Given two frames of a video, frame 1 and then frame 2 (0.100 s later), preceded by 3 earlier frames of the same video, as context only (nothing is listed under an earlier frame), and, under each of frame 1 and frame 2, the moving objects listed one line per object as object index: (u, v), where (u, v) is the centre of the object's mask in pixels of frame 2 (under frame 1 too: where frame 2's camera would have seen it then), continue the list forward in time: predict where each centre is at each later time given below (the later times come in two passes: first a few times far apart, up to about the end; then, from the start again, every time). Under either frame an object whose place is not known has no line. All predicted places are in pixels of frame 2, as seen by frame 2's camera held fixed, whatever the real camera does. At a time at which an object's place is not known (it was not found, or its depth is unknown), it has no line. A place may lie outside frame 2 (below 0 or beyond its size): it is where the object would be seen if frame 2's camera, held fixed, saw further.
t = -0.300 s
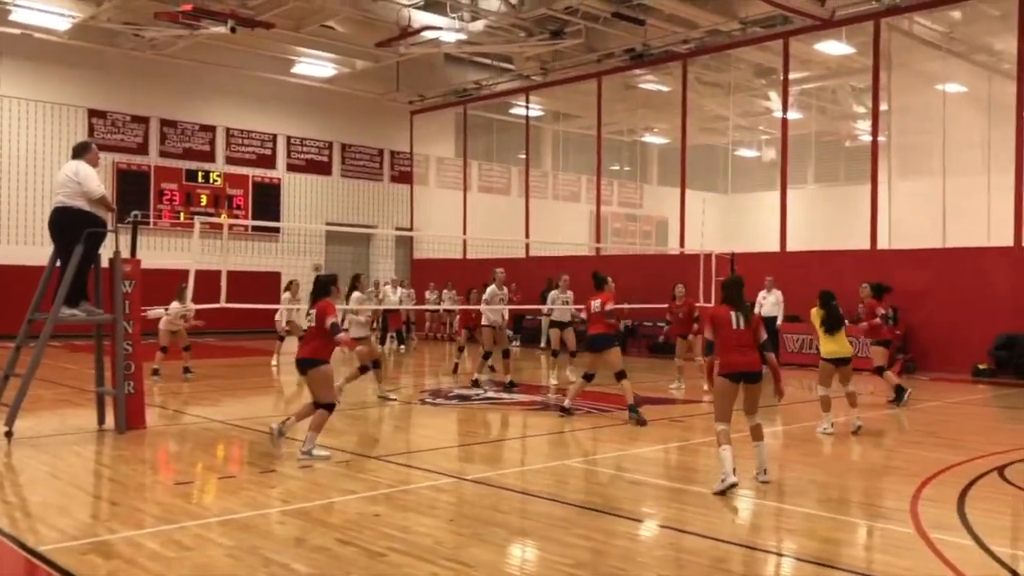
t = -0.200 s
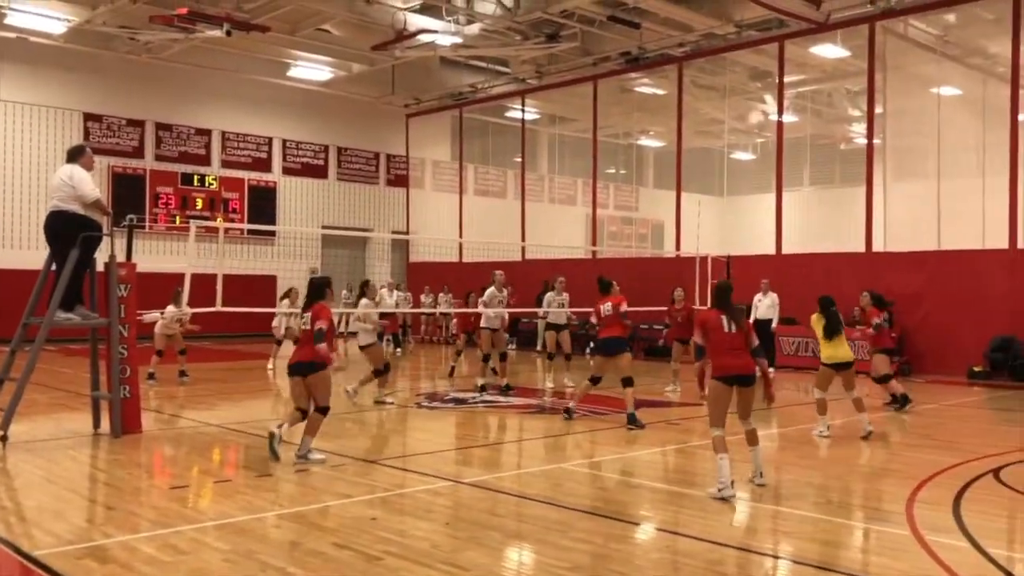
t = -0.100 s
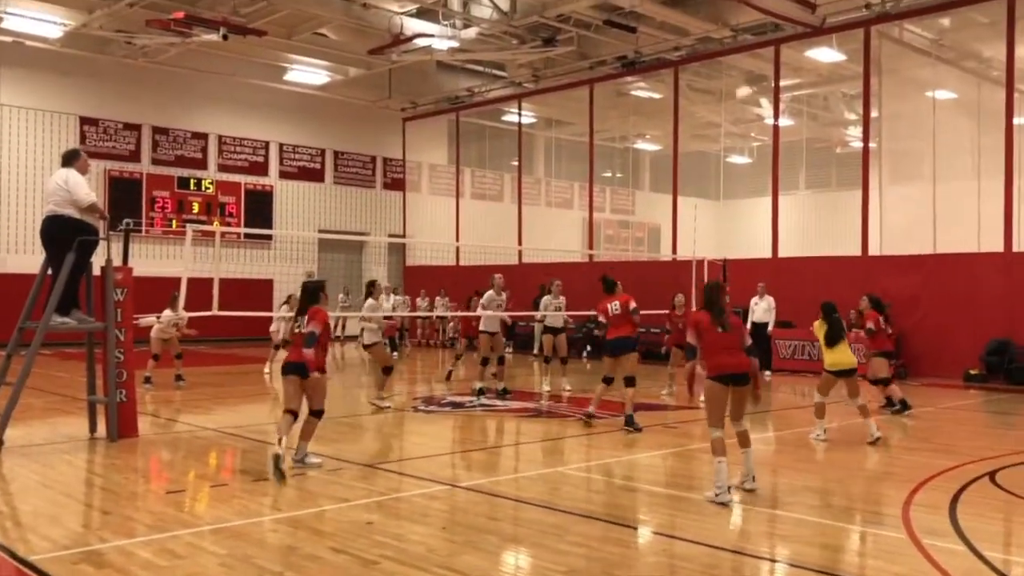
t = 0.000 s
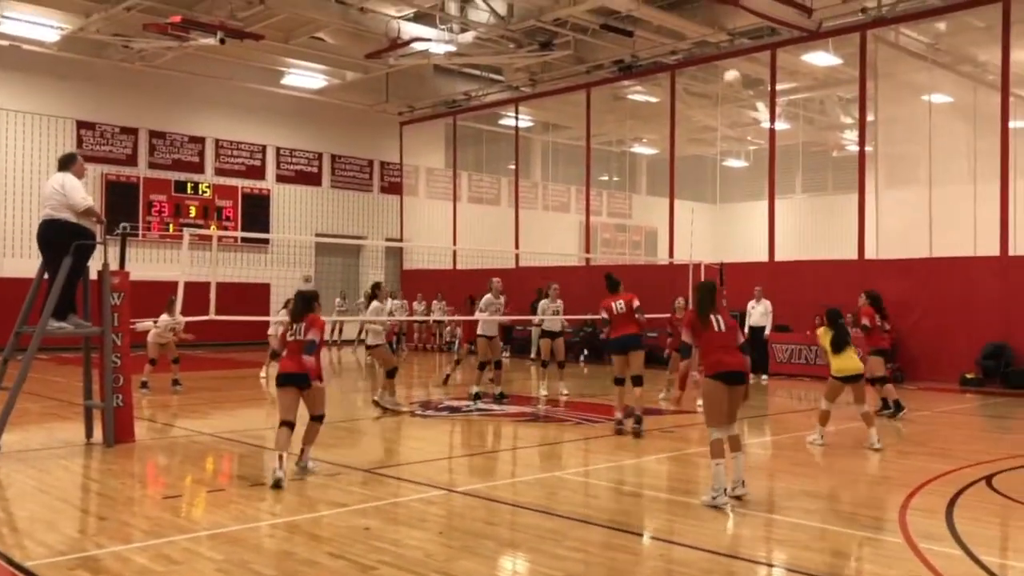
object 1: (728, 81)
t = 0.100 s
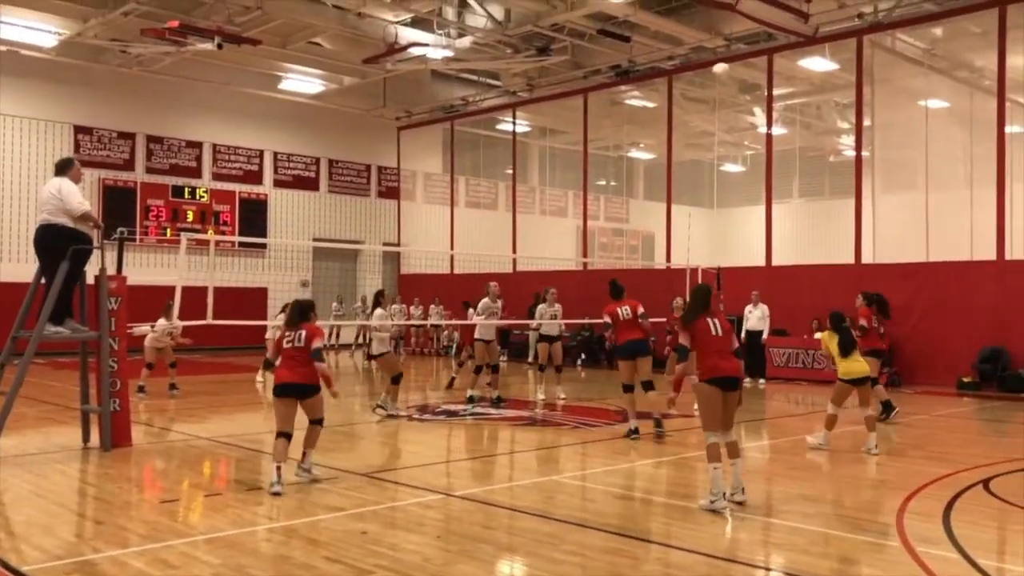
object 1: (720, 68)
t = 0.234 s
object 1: (710, 65)
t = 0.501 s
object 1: (689, 94)
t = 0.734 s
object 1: (671, 159)
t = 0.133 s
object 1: (717, 66)
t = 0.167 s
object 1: (715, 66)
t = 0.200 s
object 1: (712, 65)
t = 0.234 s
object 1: (710, 65)
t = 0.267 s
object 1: (707, 67)
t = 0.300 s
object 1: (705, 68)
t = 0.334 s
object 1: (702, 71)
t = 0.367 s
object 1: (700, 74)
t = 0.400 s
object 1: (697, 78)
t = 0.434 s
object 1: (694, 81)
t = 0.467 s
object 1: (691, 87)
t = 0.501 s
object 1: (689, 94)
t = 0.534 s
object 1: (686, 100)
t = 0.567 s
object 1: (683, 108)
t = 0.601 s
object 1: (681, 117)
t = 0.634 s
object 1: (678, 127)
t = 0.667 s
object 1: (676, 137)
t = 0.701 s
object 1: (672, 148)
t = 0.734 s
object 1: (671, 159)
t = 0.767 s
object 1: (669, 171)
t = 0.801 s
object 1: (666, 184)
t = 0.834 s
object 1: (664, 196)
